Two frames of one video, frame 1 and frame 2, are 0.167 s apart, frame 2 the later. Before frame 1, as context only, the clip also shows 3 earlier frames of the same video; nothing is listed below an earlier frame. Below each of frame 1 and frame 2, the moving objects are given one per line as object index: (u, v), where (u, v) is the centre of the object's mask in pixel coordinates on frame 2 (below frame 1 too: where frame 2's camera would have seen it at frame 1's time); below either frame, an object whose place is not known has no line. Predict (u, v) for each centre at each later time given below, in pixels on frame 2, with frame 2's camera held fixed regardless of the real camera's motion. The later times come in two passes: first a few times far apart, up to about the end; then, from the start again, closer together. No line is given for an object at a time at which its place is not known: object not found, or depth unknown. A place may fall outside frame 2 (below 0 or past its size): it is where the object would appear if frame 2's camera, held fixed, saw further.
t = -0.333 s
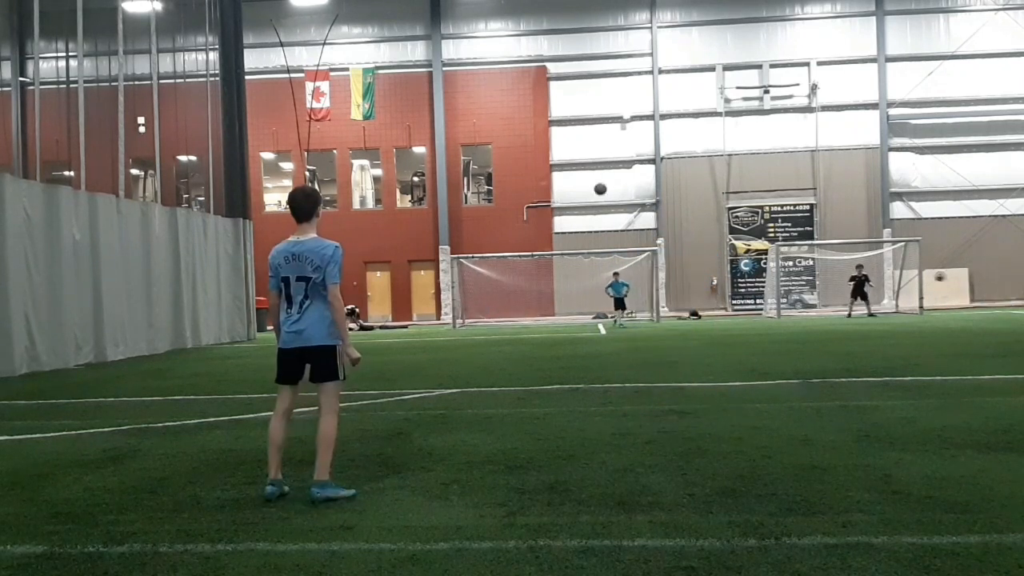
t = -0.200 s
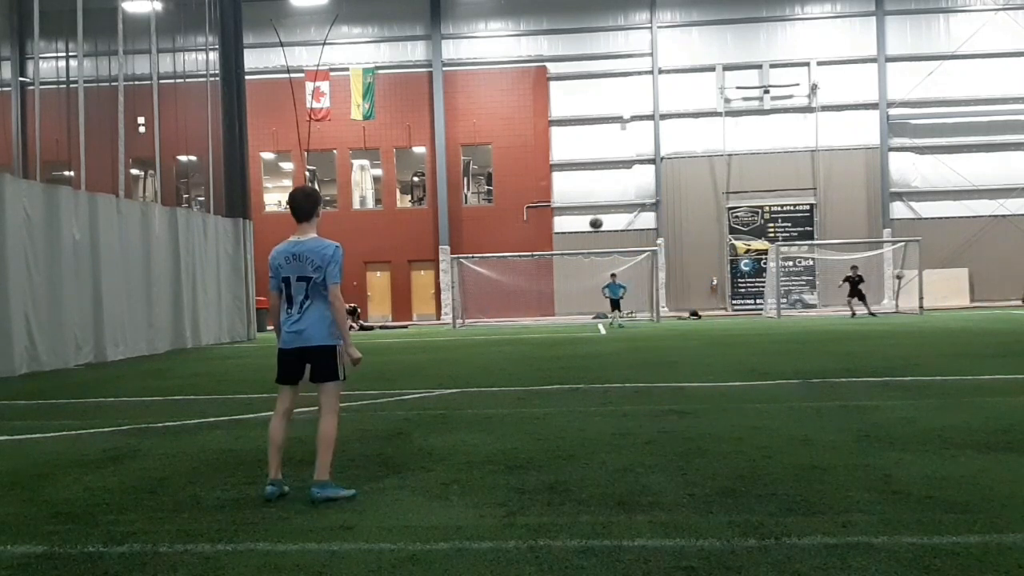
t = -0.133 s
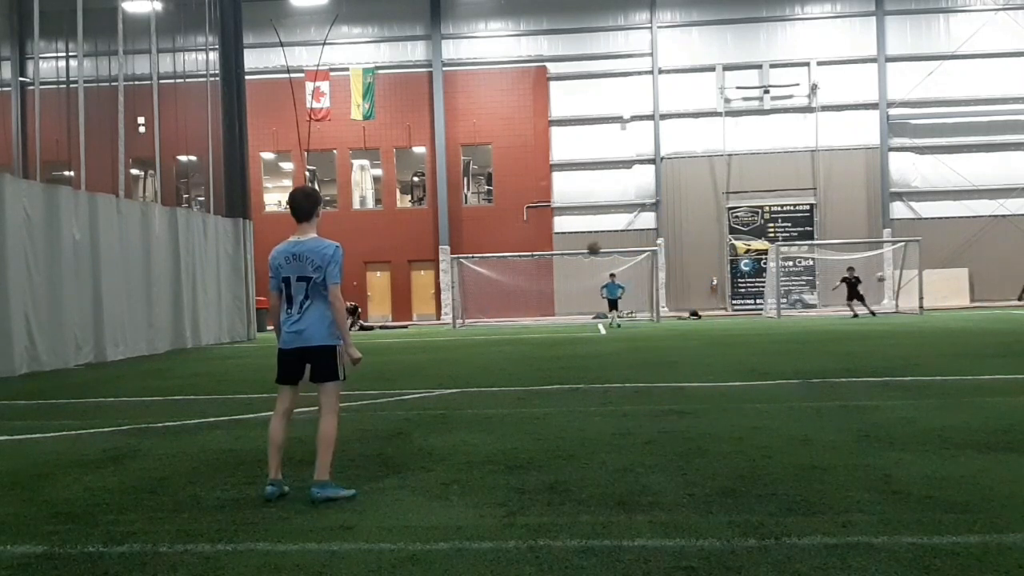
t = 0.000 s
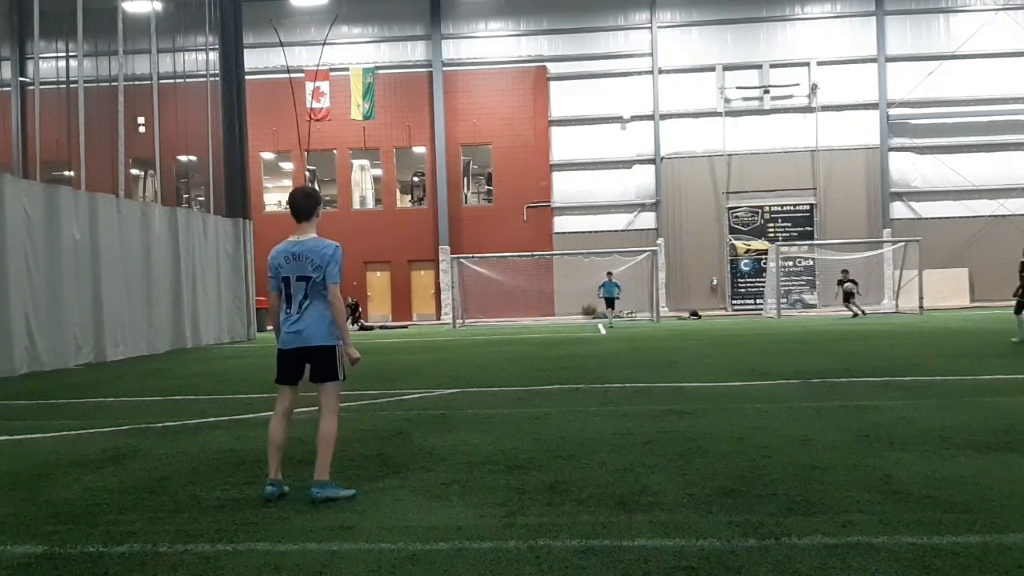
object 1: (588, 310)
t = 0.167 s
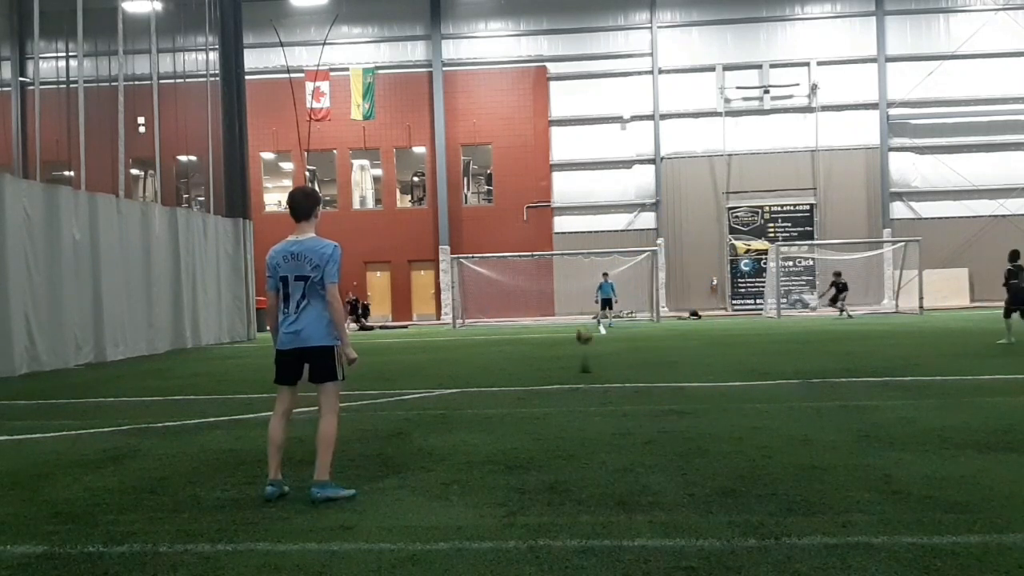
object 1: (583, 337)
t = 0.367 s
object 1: (578, 267)
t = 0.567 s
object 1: (573, 226)
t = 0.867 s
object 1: (566, 227)
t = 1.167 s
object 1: (561, 325)
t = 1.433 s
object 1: (551, 353)
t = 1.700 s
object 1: (531, 312)
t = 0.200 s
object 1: (582, 323)
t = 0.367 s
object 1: (578, 267)
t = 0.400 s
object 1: (578, 258)
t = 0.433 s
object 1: (577, 250)
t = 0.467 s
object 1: (576, 244)
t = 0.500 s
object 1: (575, 236)
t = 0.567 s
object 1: (573, 226)
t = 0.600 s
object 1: (573, 222)
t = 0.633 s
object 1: (572, 219)
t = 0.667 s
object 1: (571, 217)
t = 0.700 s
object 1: (570, 216)
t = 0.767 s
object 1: (568, 217)
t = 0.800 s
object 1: (568, 219)
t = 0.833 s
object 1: (567, 223)
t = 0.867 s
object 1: (566, 227)
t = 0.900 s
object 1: (566, 233)
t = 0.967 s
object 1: (564, 248)
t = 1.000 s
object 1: (564, 258)
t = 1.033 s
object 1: (563, 268)
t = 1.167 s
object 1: (561, 325)
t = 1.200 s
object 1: (561, 343)
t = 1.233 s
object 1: (562, 363)
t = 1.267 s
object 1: (561, 383)
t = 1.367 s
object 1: (555, 373)
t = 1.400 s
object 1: (553, 363)
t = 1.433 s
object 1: (551, 353)
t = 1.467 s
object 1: (548, 345)
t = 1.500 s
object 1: (545, 339)
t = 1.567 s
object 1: (541, 323)
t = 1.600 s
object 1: (538, 318)
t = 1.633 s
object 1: (536, 315)
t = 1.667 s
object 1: (534, 313)
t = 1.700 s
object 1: (531, 312)
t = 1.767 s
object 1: (526, 315)
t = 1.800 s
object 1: (524, 320)
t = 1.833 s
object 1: (521, 325)
